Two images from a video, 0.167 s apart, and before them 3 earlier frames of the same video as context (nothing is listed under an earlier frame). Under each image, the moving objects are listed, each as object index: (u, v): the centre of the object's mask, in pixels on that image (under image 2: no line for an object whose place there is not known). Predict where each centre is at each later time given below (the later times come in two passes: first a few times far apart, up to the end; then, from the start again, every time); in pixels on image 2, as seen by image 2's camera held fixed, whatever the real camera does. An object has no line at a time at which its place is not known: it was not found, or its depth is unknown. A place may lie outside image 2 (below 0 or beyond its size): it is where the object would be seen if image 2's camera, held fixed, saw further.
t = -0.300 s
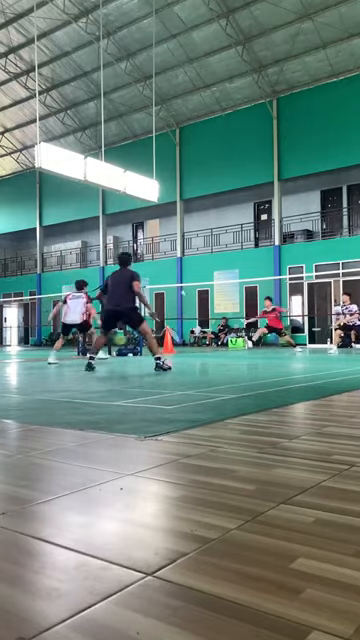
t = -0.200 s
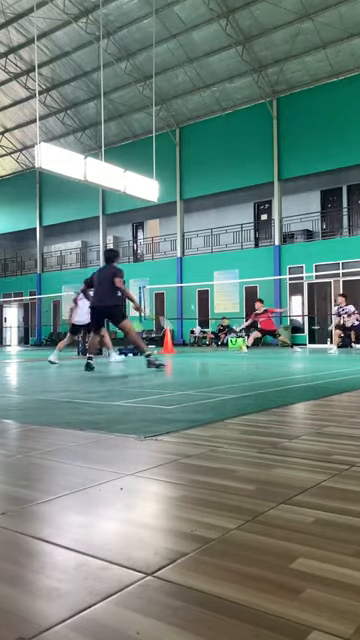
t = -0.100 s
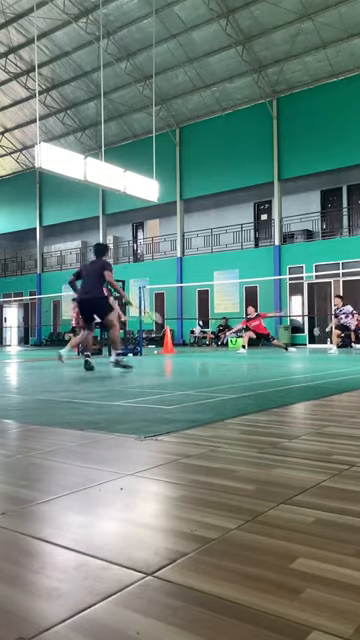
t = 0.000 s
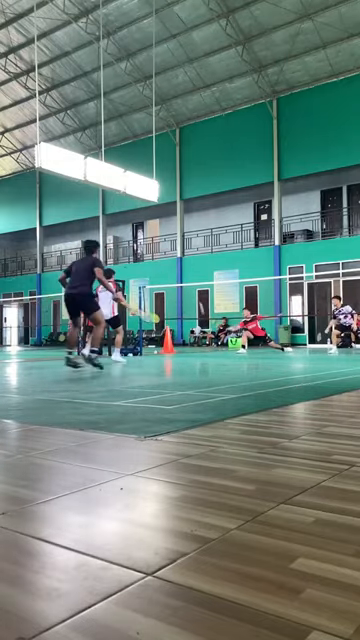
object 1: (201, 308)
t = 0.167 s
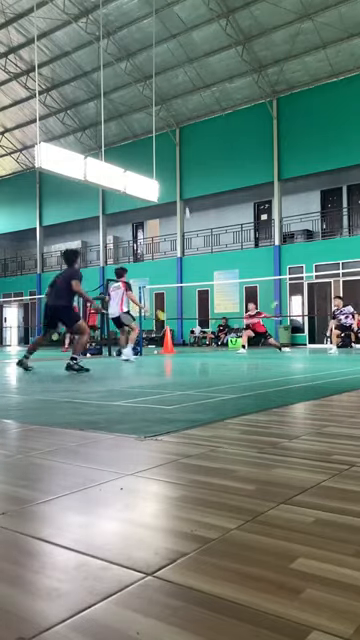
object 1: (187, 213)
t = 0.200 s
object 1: (185, 197)
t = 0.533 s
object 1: (164, 85)
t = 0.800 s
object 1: (147, 49)
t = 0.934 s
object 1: (137, 50)
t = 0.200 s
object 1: (185, 197)
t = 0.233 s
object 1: (183, 183)
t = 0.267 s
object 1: (181, 168)
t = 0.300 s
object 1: (178, 156)
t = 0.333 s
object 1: (176, 142)
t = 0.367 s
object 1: (175, 131)
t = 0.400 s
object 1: (173, 121)
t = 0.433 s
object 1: (171, 111)
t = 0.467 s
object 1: (168, 102)
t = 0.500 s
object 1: (166, 93)
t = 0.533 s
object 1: (164, 85)
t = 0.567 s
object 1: (162, 78)
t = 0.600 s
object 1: (159, 71)
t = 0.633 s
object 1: (158, 66)
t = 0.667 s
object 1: (155, 61)
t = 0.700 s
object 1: (153, 57)
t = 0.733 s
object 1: (151, 53)
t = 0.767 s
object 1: (149, 51)
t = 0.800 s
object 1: (147, 49)
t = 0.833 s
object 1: (144, 47)
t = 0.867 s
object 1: (141, 47)
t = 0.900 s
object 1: (139, 48)
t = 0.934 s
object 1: (137, 50)
